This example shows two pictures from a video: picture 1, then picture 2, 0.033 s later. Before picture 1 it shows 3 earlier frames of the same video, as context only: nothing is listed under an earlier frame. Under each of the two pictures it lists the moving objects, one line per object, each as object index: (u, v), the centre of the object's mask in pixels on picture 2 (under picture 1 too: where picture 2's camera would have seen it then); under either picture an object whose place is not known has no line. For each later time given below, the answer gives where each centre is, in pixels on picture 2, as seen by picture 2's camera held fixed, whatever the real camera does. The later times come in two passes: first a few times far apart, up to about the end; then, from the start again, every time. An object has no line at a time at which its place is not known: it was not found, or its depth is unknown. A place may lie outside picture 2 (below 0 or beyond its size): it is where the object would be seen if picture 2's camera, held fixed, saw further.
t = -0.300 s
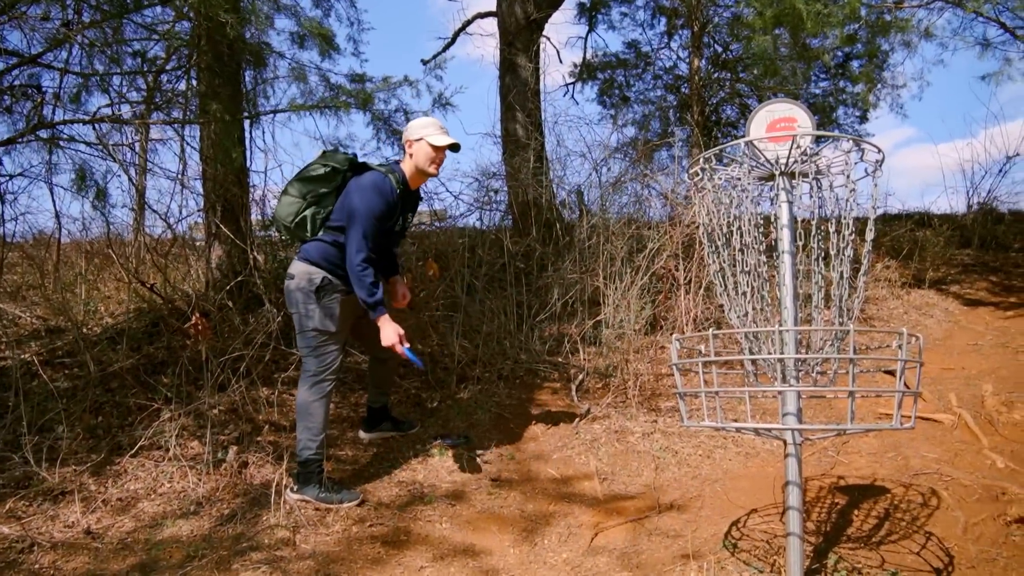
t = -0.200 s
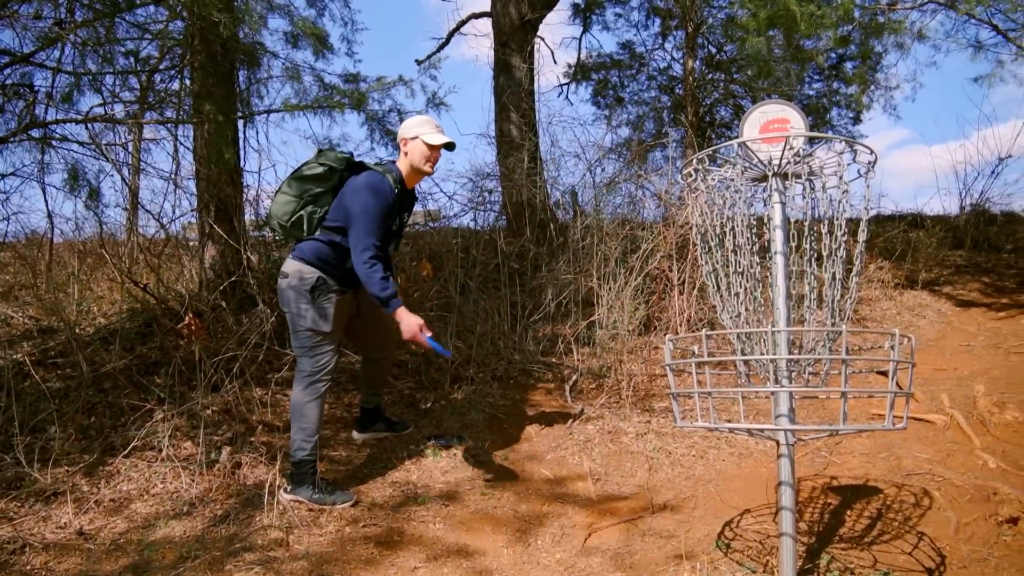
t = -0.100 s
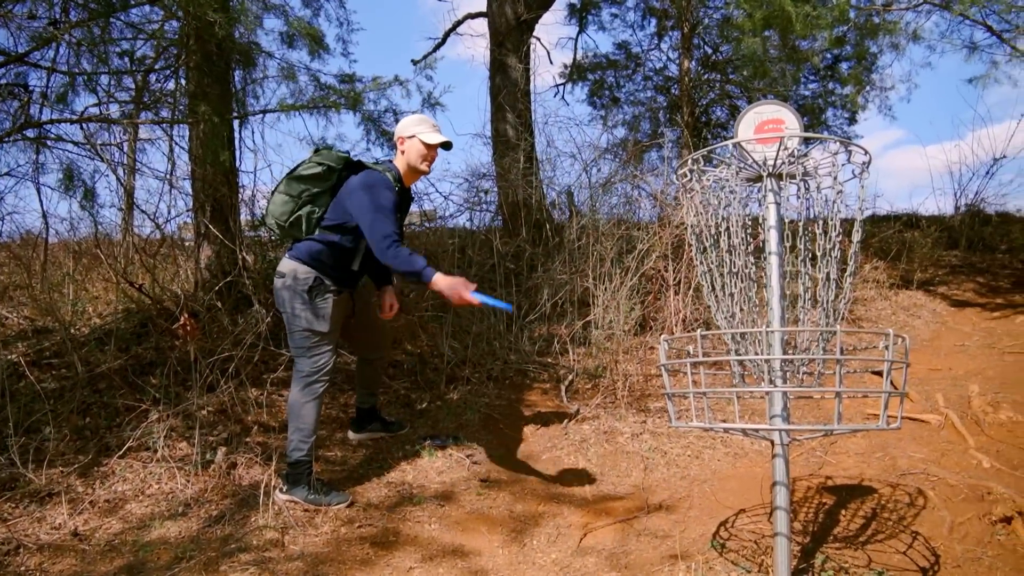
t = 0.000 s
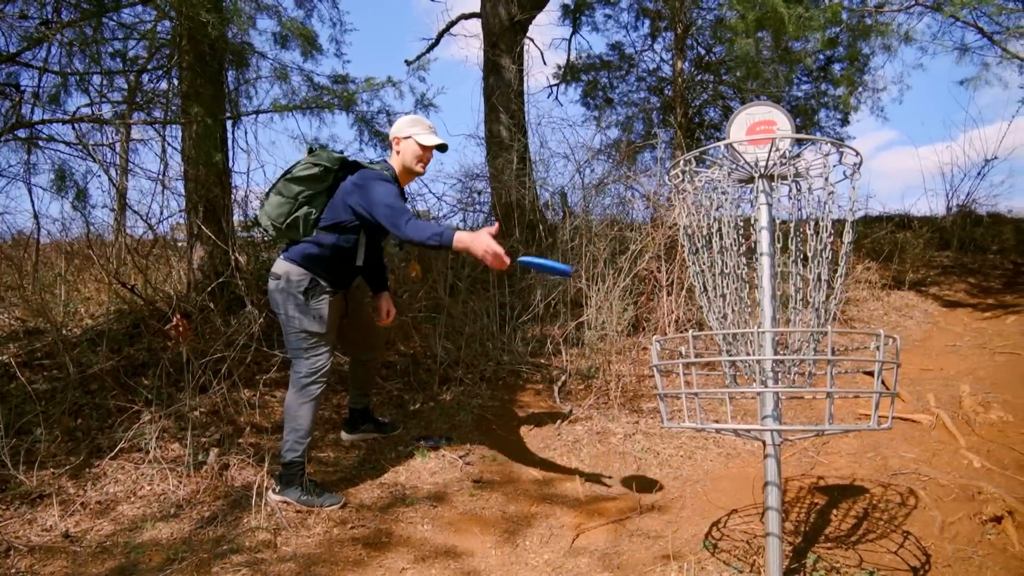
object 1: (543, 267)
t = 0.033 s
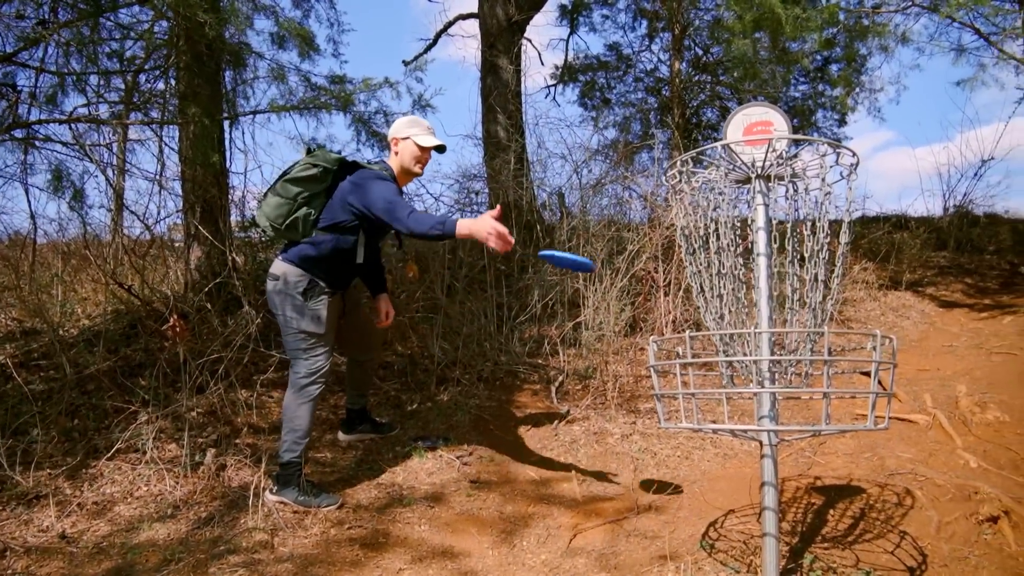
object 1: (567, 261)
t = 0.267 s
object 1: (706, 290)
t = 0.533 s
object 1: (709, 366)
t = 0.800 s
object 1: (703, 412)
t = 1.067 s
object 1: (704, 421)
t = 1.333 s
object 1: (703, 421)
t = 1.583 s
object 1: (704, 421)
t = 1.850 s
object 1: (703, 421)
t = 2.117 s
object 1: (702, 420)
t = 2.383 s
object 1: (702, 420)
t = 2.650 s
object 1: (703, 420)
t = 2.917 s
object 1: (704, 421)
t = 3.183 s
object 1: (705, 421)
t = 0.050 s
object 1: (579, 259)
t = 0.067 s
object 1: (591, 258)
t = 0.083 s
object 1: (605, 258)
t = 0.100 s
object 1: (618, 258)
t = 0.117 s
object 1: (632, 260)
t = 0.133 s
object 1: (645, 261)
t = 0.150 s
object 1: (658, 264)
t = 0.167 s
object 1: (671, 269)
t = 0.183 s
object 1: (678, 271)
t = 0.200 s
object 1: (685, 273)
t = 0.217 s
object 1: (694, 276)
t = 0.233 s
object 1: (698, 280)
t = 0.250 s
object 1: (703, 284)
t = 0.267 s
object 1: (706, 290)
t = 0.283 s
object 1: (709, 297)
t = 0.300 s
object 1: (715, 300)
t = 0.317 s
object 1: (719, 304)
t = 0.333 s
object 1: (723, 314)
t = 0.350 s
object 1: (726, 324)
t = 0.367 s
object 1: (727, 328)
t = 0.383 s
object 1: (727, 331)
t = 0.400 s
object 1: (728, 340)
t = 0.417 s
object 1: (728, 346)
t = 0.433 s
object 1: (726, 350)
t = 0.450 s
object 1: (724, 352)
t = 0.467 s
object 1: (723, 353)
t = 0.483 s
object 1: (721, 356)
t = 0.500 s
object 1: (719, 358)
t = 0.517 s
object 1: (715, 360)
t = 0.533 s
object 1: (709, 366)
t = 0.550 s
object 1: (707, 369)
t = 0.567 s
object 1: (703, 374)
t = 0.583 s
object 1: (702, 380)
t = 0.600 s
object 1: (699, 388)
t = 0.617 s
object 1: (696, 395)
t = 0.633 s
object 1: (694, 401)
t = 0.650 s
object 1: (694, 401)
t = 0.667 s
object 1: (696, 401)
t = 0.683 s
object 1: (698, 402)
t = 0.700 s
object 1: (700, 405)
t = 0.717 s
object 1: (703, 408)
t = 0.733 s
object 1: (704, 408)
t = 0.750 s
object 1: (703, 410)
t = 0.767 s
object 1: (703, 411)
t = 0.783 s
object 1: (703, 412)
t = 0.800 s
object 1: (703, 412)
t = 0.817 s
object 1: (702, 412)
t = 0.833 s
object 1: (702, 416)
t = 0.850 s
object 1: (704, 418)
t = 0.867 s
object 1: (704, 419)
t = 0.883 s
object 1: (704, 419)
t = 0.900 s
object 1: (704, 420)
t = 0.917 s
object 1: (704, 419)
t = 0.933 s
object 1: (704, 420)
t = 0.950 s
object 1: (704, 420)
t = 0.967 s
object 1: (704, 420)
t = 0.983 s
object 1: (704, 421)
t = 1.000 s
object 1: (705, 421)
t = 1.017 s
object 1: (704, 421)
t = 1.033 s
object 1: (704, 421)
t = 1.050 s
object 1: (704, 421)
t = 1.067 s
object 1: (704, 421)
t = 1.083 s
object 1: (704, 421)
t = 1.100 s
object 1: (704, 421)
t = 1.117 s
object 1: (704, 421)
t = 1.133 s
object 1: (704, 421)
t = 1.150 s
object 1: (704, 421)
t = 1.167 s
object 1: (704, 421)
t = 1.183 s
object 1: (704, 421)
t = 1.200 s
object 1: (704, 421)
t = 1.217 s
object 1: (704, 421)
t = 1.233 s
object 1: (704, 421)
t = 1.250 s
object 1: (704, 421)
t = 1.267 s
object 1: (704, 421)
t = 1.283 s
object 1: (704, 421)
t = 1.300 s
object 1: (704, 421)
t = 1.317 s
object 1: (704, 421)
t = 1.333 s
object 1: (703, 421)
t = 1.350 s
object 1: (703, 421)
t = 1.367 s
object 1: (704, 421)
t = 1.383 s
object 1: (704, 421)
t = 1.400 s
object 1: (704, 421)
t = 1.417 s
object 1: (704, 421)
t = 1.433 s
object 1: (704, 421)
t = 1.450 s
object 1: (704, 421)
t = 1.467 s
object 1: (703, 421)
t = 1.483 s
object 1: (703, 421)
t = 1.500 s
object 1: (703, 421)
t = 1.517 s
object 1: (704, 421)
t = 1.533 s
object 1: (704, 421)
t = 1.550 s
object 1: (703, 421)
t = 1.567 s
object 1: (703, 421)
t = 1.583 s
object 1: (704, 421)
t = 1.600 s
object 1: (704, 421)
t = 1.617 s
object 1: (704, 421)
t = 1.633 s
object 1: (704, 421)
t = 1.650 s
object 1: (704, 421)
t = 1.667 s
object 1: (704, 421)
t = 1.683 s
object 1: (703, 421)
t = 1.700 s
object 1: (703, 421)
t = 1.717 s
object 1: (703, 421)
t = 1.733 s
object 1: (703, 421)
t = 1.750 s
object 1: (703, 421)
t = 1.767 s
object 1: (703, 421)
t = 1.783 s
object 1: (703, 421)
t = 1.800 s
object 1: (703, 421)
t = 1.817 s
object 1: (703, 421)
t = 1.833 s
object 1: (703, 421)
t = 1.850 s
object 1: (703, 421)
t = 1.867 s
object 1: (703, 421)
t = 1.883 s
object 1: (703, 421)
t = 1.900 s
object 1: (703, 421)
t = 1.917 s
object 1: (702, 421)
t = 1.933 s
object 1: (702, 421)
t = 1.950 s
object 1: (702, 421)
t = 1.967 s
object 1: (702, 421)
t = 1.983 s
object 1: (703, 421)
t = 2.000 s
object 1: (702, 421)
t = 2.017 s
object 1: (702, 420)
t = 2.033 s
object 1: (702, 420)
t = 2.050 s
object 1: (702, 421)
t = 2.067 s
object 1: (702, 420)
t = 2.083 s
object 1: (702, 420)
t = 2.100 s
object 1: (702, 420)
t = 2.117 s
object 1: (702, 420)
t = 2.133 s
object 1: (702, 420)
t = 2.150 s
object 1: (702, 420)
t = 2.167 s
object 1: (702, 420)
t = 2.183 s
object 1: (702, 420)
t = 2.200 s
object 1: (702, 420)
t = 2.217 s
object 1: (702, 420)
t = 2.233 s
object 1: (702, 420)
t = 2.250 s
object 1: (702, 420)
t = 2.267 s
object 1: (702, 420)
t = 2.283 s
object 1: (702, 420)
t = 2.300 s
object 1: (702, 420)
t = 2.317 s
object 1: (702, 420)
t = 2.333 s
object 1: (702, 420)
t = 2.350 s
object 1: (702, 420)
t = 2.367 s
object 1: (702, 420)
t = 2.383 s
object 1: (702, 420)
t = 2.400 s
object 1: (702, 420)
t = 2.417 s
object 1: (702, 420)
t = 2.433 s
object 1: (702, 420)
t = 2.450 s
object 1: (702, 420)
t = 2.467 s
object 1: (702, 420)
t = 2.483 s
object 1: (702, 420)
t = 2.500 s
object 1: (702, 420)
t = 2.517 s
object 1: (702, 420)
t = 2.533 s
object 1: (702, 420)
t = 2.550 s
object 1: (702, 420)
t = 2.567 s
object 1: (702, 420)
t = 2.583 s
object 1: (703, 420)
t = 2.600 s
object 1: (703, 420)
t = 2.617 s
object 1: (703, 420)
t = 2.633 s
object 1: (703, 420)
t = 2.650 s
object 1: (703, 420)
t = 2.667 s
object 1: (703, 420)
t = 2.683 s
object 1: (703, 421)
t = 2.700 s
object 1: (703, 421)
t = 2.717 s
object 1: (703, 420)
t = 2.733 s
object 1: (703, 421)
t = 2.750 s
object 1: (703, 420)
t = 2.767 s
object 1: (703, 420)
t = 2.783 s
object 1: (703, 420)
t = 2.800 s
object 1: (703, 420)
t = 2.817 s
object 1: (703, 420)
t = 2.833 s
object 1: (703, 421)
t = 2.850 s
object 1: (704, 420)
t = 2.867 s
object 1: (703, 421)
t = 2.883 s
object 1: (703, 421)
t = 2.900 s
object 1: (704, 421)
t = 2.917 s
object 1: (704, 421)
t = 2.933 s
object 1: (703, 421)
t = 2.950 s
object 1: (704, 421)
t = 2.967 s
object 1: (704, 421)
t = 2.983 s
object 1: (704, 421)
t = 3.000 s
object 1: (704, 421)
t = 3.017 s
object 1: (704, 421)
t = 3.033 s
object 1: (704, 421)
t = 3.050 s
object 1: (704, 421)
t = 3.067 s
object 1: (704, 421)
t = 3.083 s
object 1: (704, 421)
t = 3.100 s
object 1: (704, 421)
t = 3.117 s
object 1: (704, 421)
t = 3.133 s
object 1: (704, 421)
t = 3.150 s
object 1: (704, 421)
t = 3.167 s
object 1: (705, 421)
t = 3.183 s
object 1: (705, 421)
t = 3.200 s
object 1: (705, 421)
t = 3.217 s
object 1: (705, 421)
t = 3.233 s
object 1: (705, 421)
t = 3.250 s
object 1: (705, 421)
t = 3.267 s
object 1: (705, 421)
